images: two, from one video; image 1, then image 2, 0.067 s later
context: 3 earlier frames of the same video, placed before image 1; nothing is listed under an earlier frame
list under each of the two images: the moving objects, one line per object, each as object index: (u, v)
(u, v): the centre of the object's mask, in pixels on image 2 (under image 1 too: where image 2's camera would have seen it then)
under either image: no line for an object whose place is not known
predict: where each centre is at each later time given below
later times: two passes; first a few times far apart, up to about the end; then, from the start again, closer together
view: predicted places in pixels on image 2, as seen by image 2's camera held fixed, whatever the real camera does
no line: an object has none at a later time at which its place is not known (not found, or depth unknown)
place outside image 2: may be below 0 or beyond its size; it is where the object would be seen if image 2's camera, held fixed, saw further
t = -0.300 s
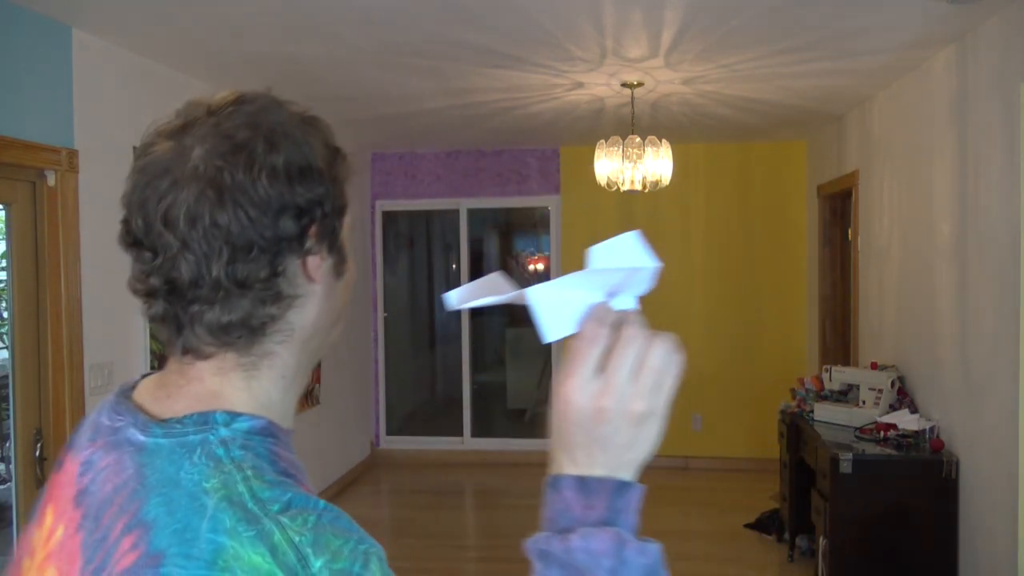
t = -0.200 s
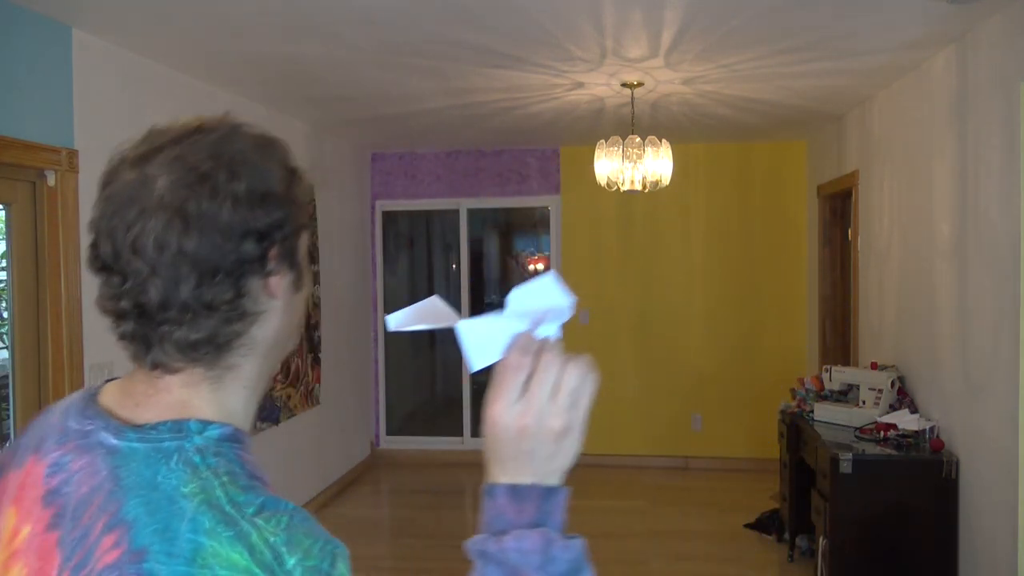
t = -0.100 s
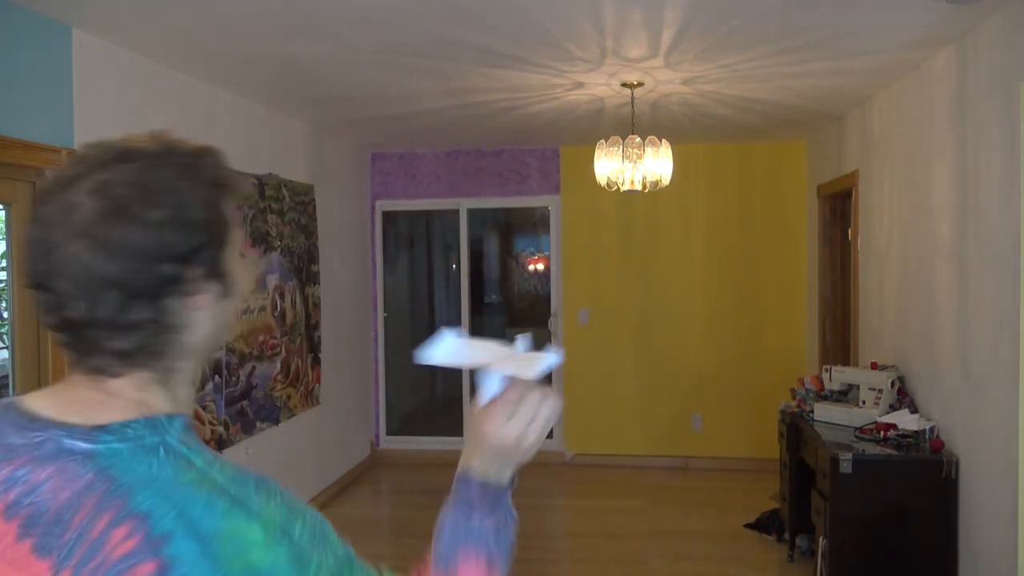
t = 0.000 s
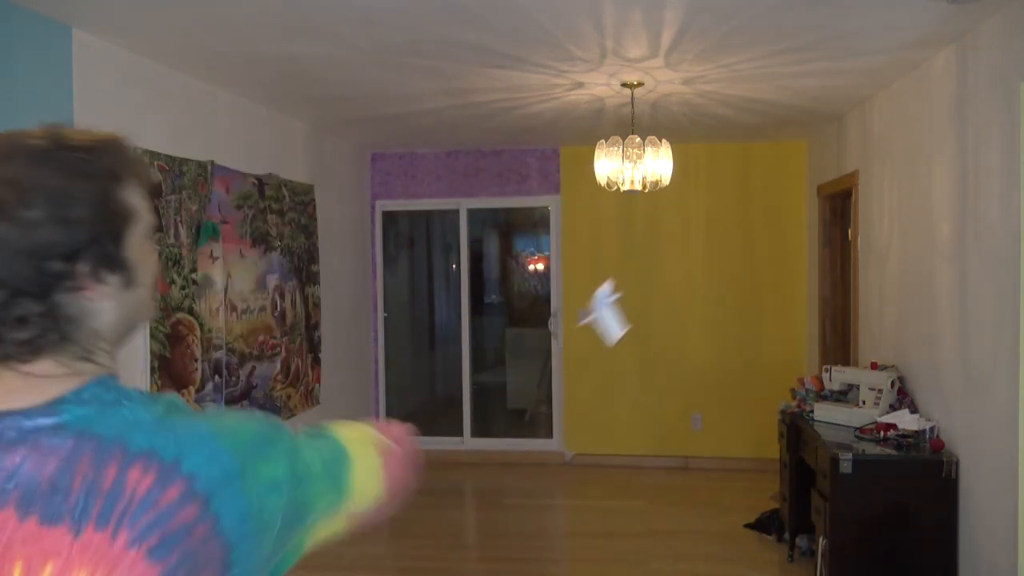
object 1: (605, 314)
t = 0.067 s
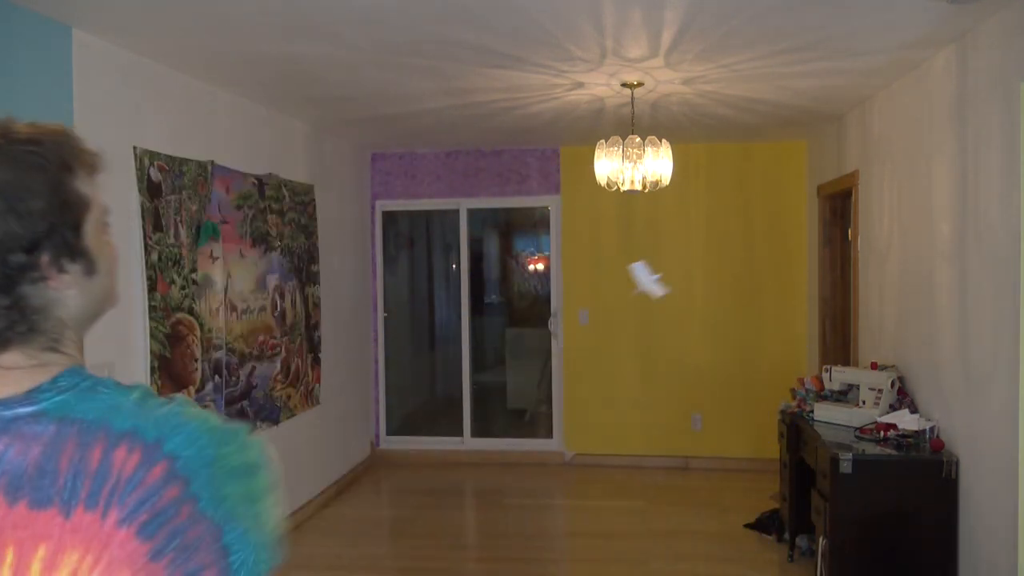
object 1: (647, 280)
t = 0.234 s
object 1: (730, 278)
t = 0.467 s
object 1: (809, 315)
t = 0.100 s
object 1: (666, 274)
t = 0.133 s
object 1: (684, 272)
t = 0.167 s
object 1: (701, 272)
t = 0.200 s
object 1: (717, 275)
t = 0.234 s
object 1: (730, 278)
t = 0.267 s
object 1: (744, 283)
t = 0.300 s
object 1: (756, 288)
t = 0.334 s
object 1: (767, 293)
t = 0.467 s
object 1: (809, 315)
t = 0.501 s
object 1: (820, 321)
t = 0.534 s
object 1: (828, 325)
